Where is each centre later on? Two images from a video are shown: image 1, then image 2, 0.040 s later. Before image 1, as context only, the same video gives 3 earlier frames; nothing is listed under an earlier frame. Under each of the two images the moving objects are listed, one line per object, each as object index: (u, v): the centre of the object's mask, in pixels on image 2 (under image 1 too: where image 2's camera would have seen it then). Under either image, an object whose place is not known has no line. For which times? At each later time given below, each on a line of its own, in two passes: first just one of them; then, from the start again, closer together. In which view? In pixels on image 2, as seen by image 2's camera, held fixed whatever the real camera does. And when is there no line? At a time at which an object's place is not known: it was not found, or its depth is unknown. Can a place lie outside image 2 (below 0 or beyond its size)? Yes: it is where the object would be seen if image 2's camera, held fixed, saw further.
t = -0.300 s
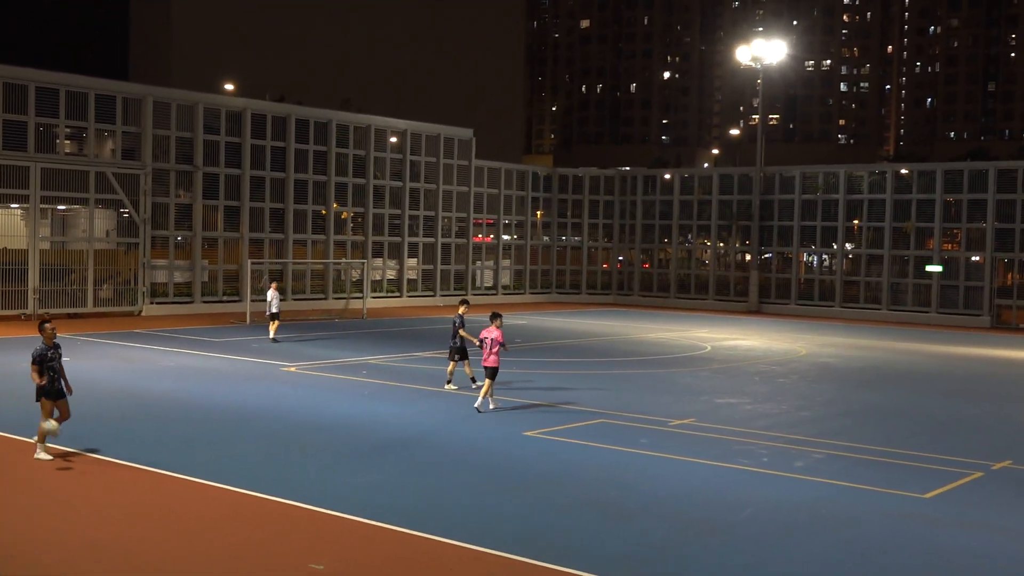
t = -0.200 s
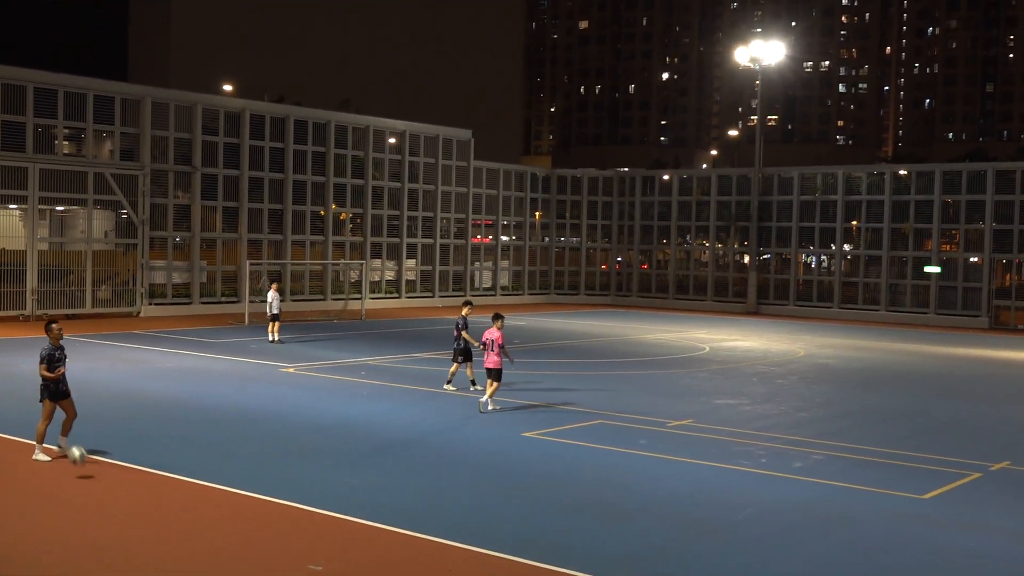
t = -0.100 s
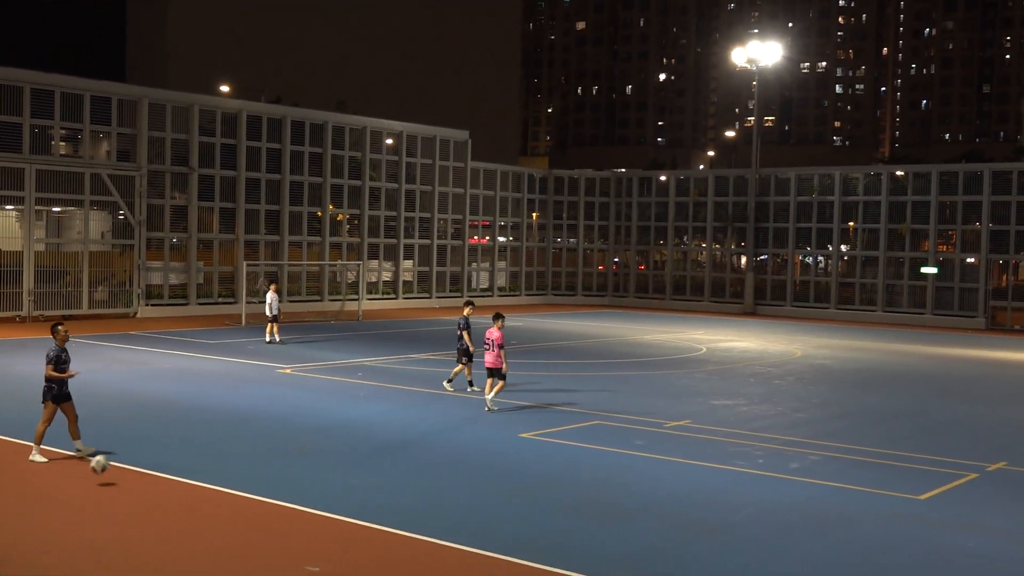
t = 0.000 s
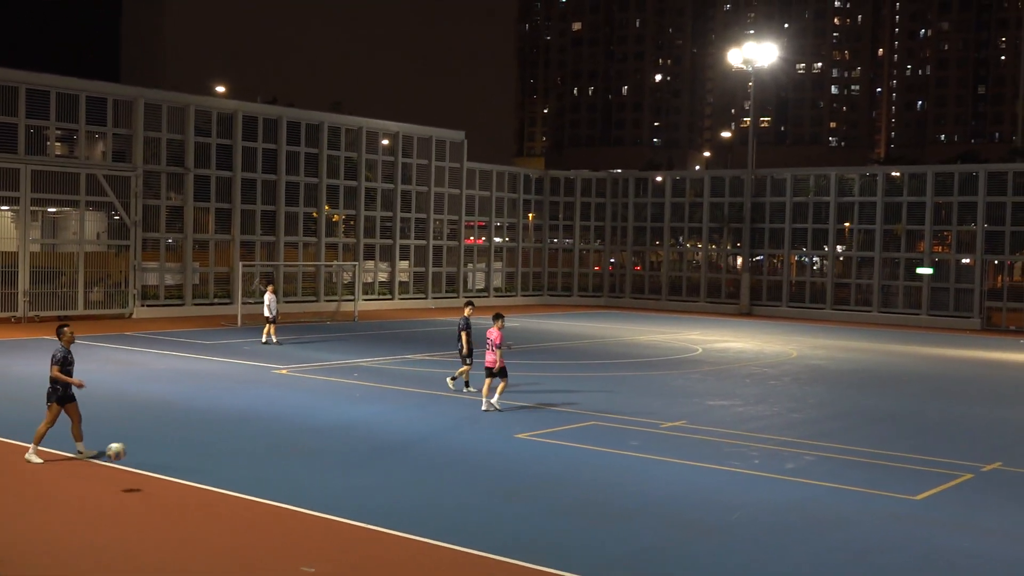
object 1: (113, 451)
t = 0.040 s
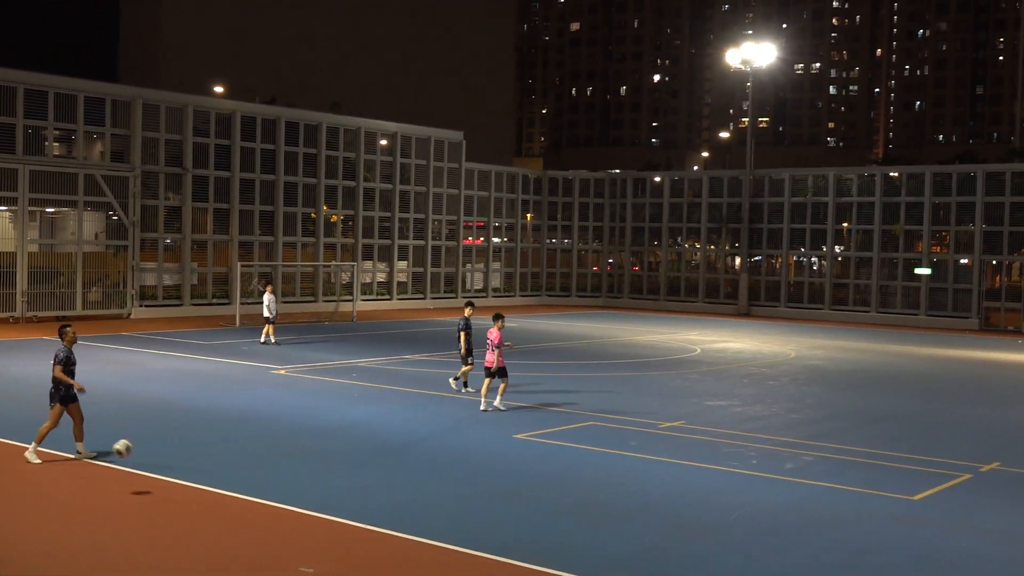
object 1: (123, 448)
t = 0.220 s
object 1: (165, 451)
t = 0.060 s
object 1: (127, 447)
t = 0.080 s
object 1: (131, 446)
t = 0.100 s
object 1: (137, 446)
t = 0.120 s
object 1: (141, 446)
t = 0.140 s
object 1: (147, 447)
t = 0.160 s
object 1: (151, 447)
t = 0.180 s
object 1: (155, 447)
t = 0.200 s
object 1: (160, 449)
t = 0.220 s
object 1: (165, 451)
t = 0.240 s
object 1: (170, 453)
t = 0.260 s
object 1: (175, 455)
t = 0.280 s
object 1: (180, 458)
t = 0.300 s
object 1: (185, 462)
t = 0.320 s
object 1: (190, 465)
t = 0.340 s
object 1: (195, 469)
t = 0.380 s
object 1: (206, 479)
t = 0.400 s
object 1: (210, 484)
